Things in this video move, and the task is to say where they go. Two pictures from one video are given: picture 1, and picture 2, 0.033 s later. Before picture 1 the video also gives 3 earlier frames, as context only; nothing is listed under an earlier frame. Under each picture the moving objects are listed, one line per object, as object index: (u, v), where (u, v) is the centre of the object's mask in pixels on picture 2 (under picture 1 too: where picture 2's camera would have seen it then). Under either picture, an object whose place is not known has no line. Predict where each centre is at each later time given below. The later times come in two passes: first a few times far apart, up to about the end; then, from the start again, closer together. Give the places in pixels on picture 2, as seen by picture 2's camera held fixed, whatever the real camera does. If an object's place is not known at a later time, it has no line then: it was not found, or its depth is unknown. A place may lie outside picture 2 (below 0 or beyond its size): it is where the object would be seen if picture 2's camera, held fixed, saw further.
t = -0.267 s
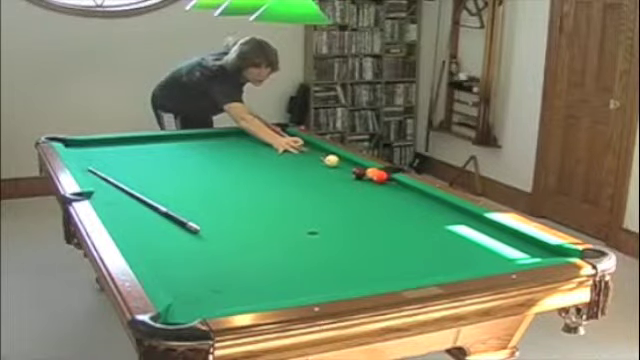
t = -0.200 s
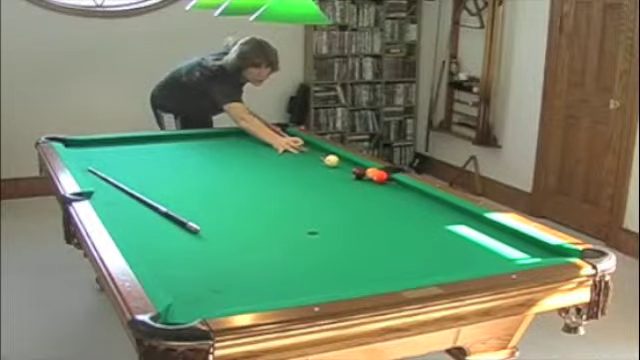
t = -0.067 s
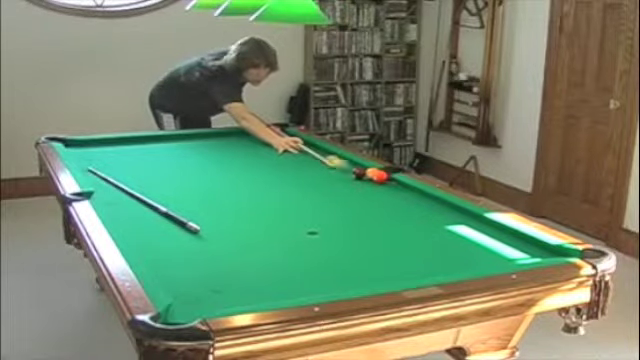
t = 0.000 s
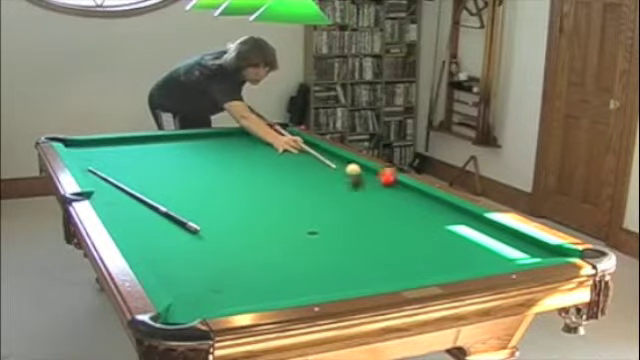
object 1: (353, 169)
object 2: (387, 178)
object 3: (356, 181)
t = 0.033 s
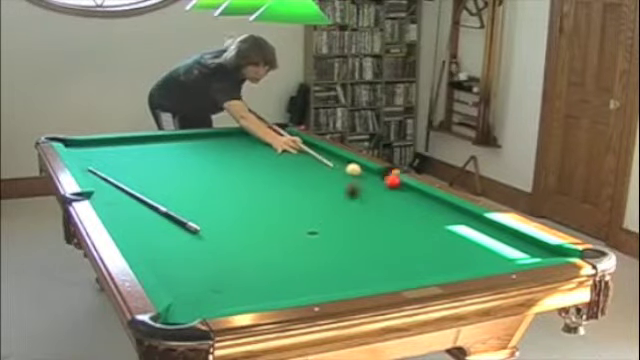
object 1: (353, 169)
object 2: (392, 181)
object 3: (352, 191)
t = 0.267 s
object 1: (345, 163)
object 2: (426, 196)
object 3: (327, 272)
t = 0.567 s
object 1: (328, 154)
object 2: (471, 216)
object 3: (171, 251)
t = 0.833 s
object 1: (315, 147)
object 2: (515, 237)
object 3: (154, 217)
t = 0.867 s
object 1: (314, 146)
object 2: (520, 240)
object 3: (155, 214)
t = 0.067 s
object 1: (353, 169)
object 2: (398, 183)
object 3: (349, 199)
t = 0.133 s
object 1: (352, 167)
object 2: (408, 187)
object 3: (343, 220)
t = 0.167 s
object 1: (351, 167)
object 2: (414, 190)
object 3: (339, 232)
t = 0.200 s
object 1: (349, 166)
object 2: (418, 191)
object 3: (334, 244)
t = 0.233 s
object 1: (347, 165)
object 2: (423, 193)
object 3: (331, 257)
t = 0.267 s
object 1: (345, 163)
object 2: (426, 196)
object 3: (327, 272)
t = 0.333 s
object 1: (341, 161)
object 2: (436, 200)
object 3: (305, 290)
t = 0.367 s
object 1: (339, 160)
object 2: (440, 202)
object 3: (285, 287)
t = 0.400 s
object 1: (337, 159)
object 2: (445, 204)
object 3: (263, 278)
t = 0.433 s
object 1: (335, 158)
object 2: (450, 206)
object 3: (242, 272)
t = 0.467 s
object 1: (333, 158)
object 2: (455, 208)
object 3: (222, 266)
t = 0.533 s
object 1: (330, 155)
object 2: (465, 213)
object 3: (186, 256)
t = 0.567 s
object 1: (328, 154)
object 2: (471, 216)
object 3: (171, 251)
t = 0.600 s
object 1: (326, 153)
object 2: (476, 218)
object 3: (156, 247)
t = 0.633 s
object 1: (325, 153)
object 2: (480, 221)
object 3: (143, 244)
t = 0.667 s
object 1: (323, 152)
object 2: (486, 223)
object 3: (142, 240)
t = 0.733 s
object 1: (320, 150)
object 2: (497, 229)
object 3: (148, 230)
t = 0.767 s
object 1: (319, 149)
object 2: (503, 232)
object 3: (150, 226)
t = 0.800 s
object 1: (317, 148)
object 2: (508, 234)
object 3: (152, 221)
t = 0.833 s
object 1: (315, 147)
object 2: (515, 237)
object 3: (154, 217)
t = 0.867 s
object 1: (314, 146)
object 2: (520, 240)
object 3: (155, 214)
